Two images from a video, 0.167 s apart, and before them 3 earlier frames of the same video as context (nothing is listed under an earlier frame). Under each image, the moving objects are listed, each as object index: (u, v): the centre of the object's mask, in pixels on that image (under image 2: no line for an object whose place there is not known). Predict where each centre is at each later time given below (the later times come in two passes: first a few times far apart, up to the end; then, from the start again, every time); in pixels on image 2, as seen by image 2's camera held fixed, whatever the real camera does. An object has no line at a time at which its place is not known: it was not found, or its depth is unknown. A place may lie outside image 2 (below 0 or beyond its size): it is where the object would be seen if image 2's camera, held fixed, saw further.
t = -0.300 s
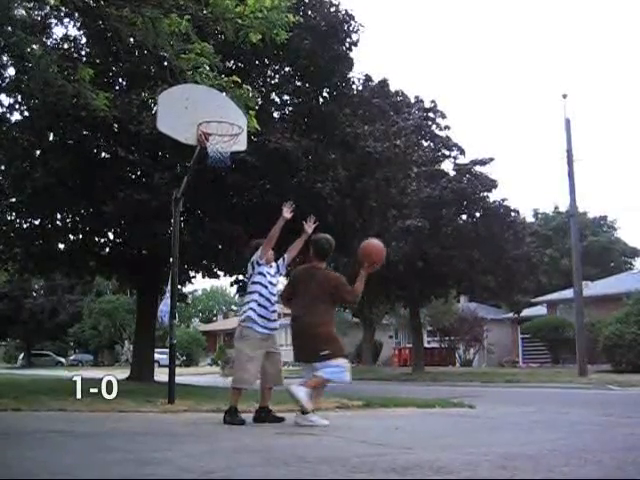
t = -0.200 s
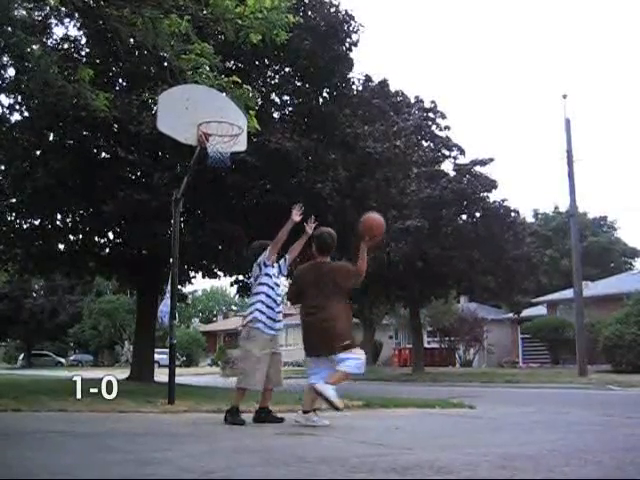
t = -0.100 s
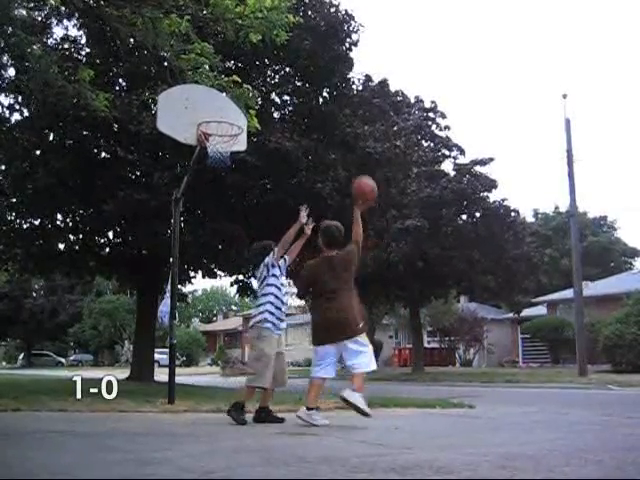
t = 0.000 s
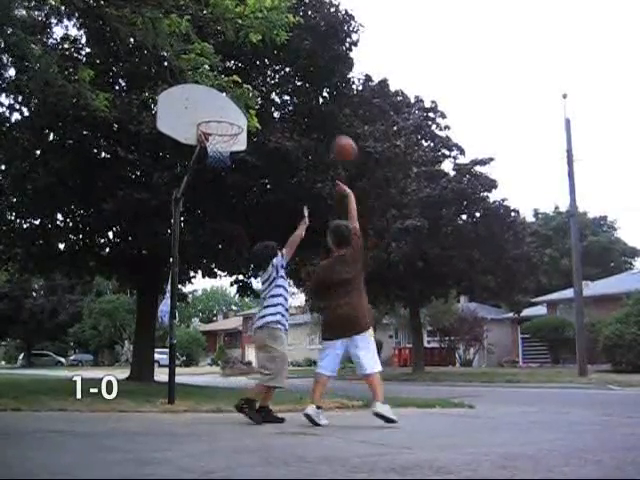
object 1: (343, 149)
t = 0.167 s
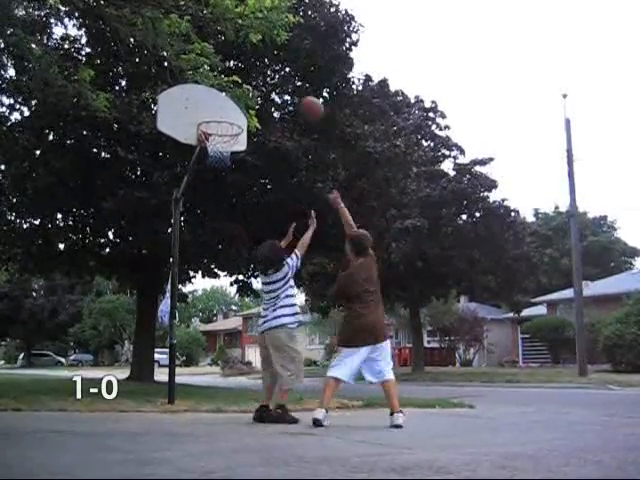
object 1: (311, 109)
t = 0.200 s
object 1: (306, 103)
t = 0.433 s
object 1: (265, 102)
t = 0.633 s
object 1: (239, 120)
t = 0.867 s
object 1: (230, 133)
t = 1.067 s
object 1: (238, 152)
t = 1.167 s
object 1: (239, 170)
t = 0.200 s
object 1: (306, 103)
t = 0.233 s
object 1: (299, 101)
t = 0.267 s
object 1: (295, 99)
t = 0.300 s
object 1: (289, 96)
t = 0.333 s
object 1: (283, 97)
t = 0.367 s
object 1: (277, 98)
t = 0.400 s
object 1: (273, 98)
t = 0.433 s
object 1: (265, 102)
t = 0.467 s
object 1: (260, 104)
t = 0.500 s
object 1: (254, 107)
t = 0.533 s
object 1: (249, 114)
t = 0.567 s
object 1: (244, 119)
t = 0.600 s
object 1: (241, 119)
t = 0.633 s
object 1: (239, 120)
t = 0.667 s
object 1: (238, 119)
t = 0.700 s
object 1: (237, 120)
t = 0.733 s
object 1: (235, 121)
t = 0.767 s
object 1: (234, 123)
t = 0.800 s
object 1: (232, 125)
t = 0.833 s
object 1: (231, 130)
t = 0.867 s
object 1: (230, 133)
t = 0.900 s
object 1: (229, 137)
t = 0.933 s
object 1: (230, 138)
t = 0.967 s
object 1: (232, 140)
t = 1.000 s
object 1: (237, 149)
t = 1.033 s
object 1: (237, 151)
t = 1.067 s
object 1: (238, 152)
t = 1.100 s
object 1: (238, 158)
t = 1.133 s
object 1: (239, 162)
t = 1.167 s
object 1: (239, 170)
